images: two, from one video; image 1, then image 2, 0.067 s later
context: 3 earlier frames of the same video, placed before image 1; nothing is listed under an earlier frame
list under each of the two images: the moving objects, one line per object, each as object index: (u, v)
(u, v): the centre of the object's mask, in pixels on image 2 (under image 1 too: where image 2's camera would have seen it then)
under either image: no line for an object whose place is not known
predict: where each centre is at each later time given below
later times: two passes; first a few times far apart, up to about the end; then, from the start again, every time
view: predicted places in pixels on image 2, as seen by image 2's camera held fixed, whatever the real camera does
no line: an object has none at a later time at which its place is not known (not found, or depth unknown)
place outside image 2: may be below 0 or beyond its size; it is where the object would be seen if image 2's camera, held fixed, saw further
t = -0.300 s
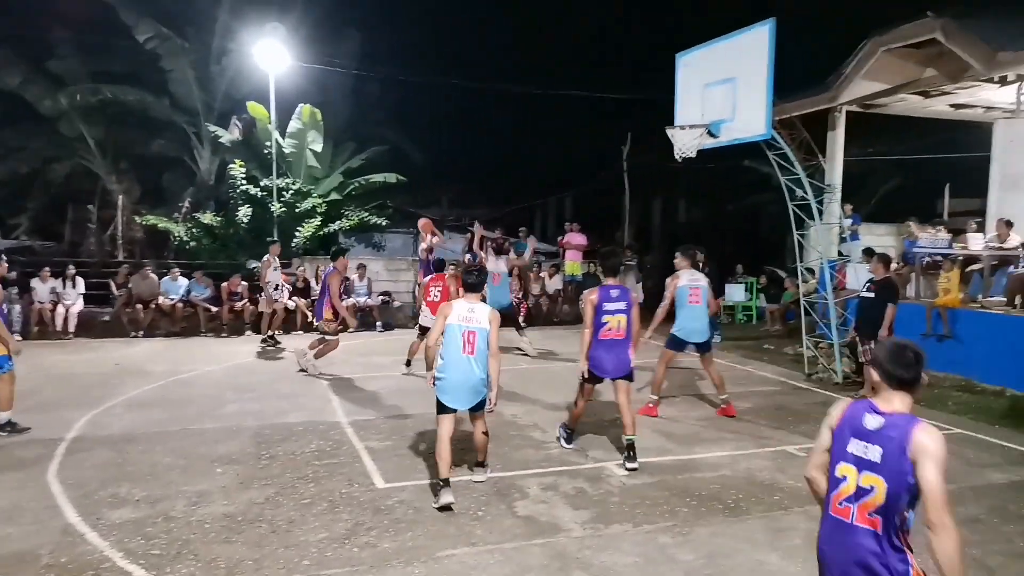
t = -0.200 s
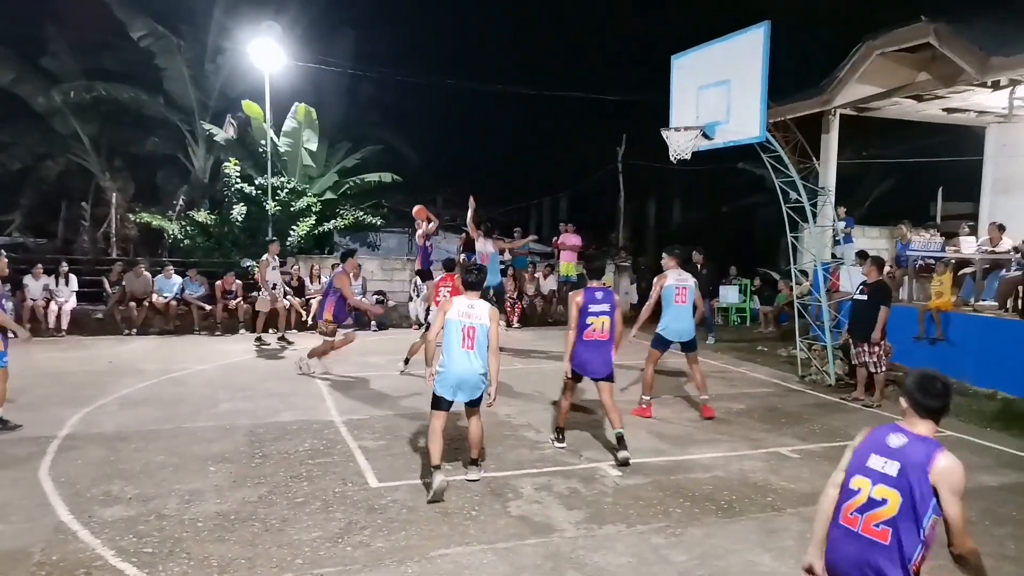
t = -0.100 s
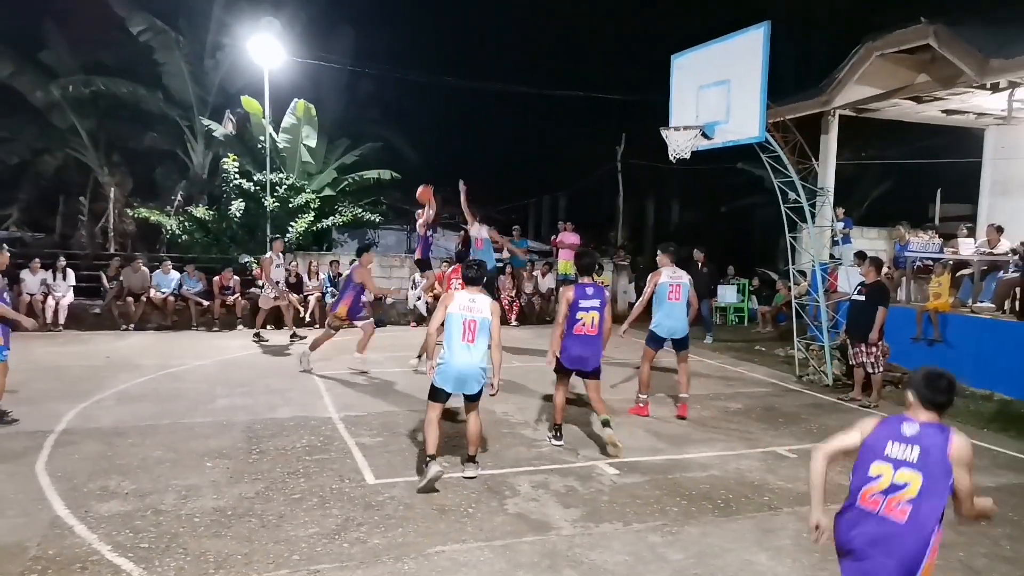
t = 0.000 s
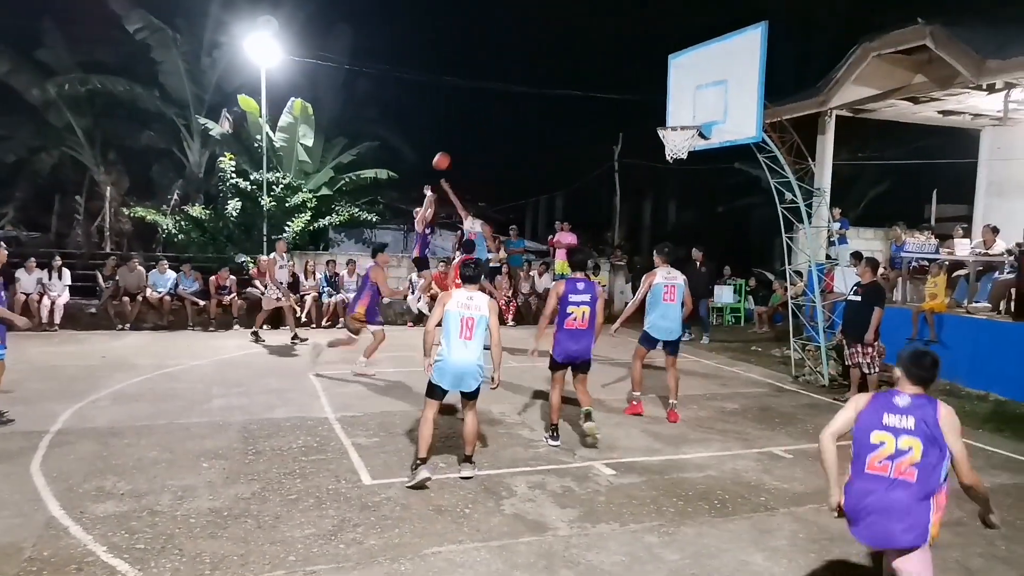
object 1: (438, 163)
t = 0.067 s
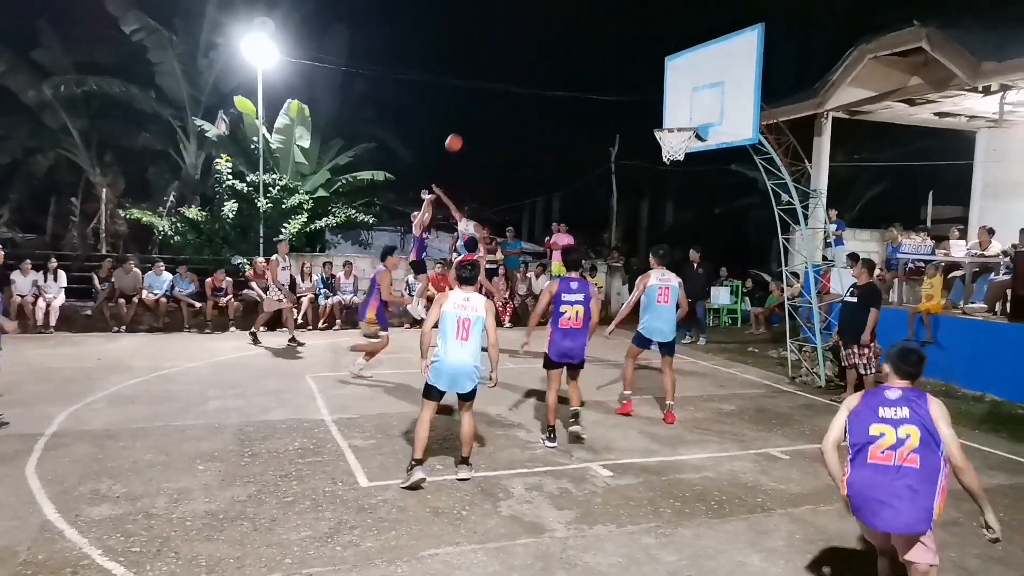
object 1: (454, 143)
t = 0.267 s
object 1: (504, 95)
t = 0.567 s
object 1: (588, 68)
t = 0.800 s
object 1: (660, 94)
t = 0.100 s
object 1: (462, 133)
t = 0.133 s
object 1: (470, 124)
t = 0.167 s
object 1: (479, 116)
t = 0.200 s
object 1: (487, 109)
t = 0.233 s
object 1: (496, 102)
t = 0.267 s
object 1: (504, 95)
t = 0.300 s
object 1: (513, 89)
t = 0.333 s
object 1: (522, 84)
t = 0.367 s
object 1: (530, 80)
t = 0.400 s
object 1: (540, 76)
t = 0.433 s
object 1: (549, 73)
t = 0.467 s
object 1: (559, 71)
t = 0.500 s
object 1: (568, 69)
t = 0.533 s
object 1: (578, 68)
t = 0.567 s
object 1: (588, 68)
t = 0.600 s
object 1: (598, 70)
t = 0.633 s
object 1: (608, 71)
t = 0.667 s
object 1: (619, 74)
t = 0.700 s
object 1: (629, 77)
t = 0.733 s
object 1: (640, 82)
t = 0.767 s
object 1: (651, 88)
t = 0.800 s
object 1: (660, 94)
